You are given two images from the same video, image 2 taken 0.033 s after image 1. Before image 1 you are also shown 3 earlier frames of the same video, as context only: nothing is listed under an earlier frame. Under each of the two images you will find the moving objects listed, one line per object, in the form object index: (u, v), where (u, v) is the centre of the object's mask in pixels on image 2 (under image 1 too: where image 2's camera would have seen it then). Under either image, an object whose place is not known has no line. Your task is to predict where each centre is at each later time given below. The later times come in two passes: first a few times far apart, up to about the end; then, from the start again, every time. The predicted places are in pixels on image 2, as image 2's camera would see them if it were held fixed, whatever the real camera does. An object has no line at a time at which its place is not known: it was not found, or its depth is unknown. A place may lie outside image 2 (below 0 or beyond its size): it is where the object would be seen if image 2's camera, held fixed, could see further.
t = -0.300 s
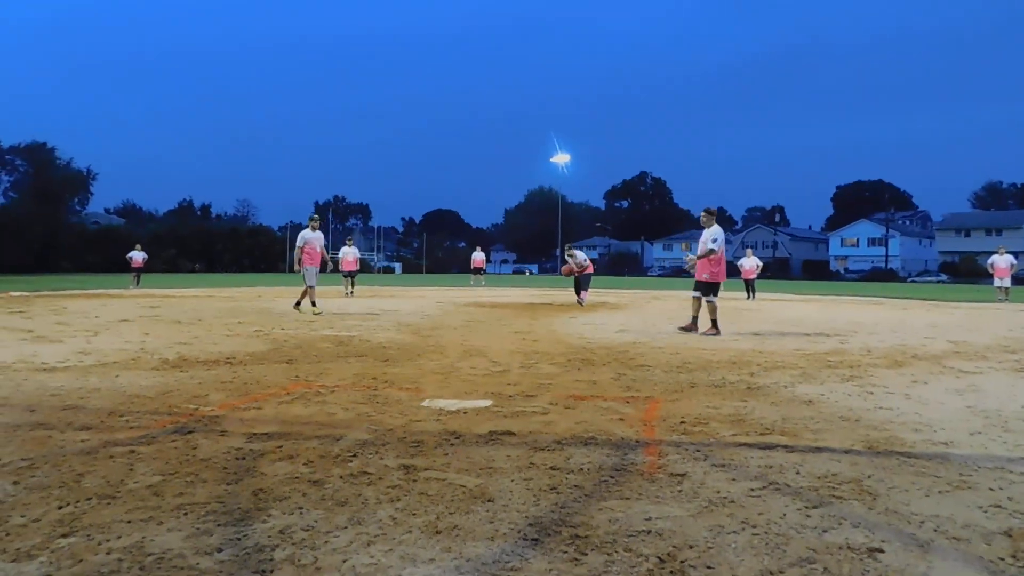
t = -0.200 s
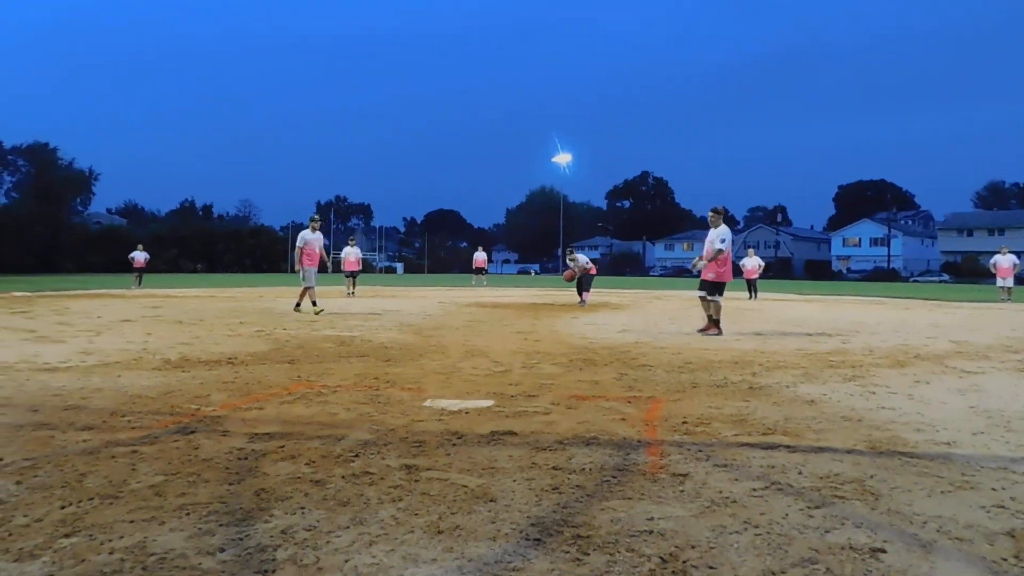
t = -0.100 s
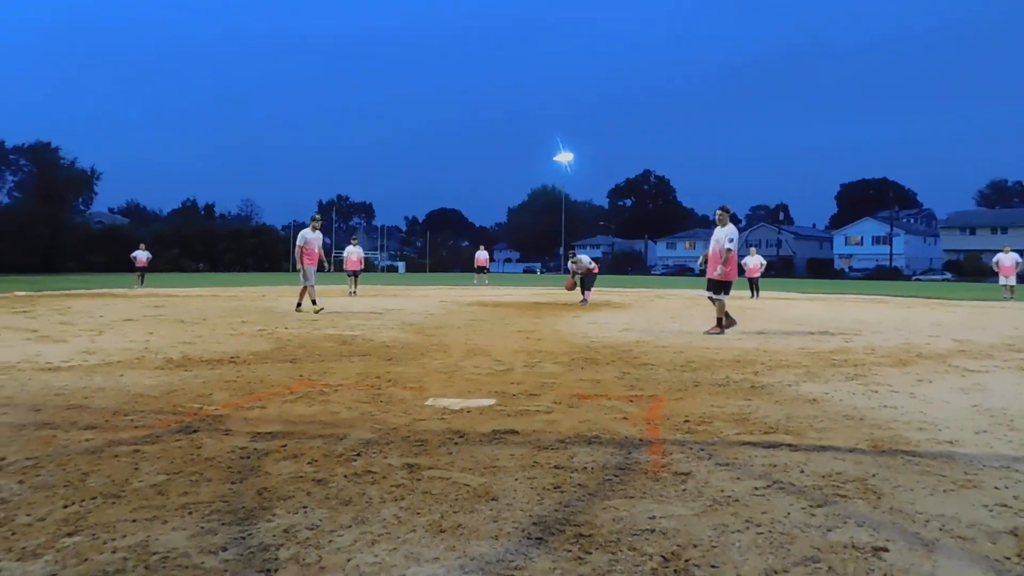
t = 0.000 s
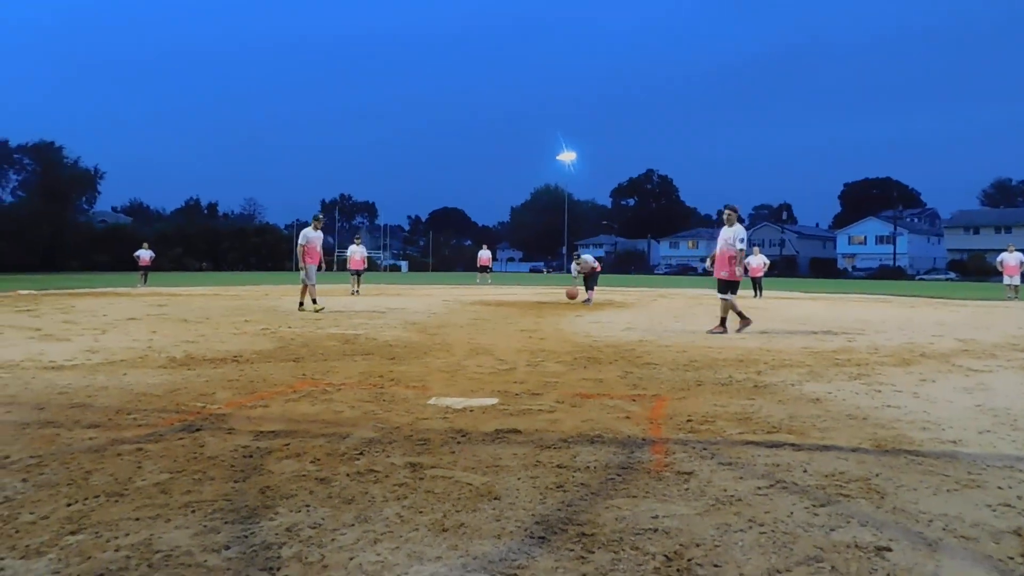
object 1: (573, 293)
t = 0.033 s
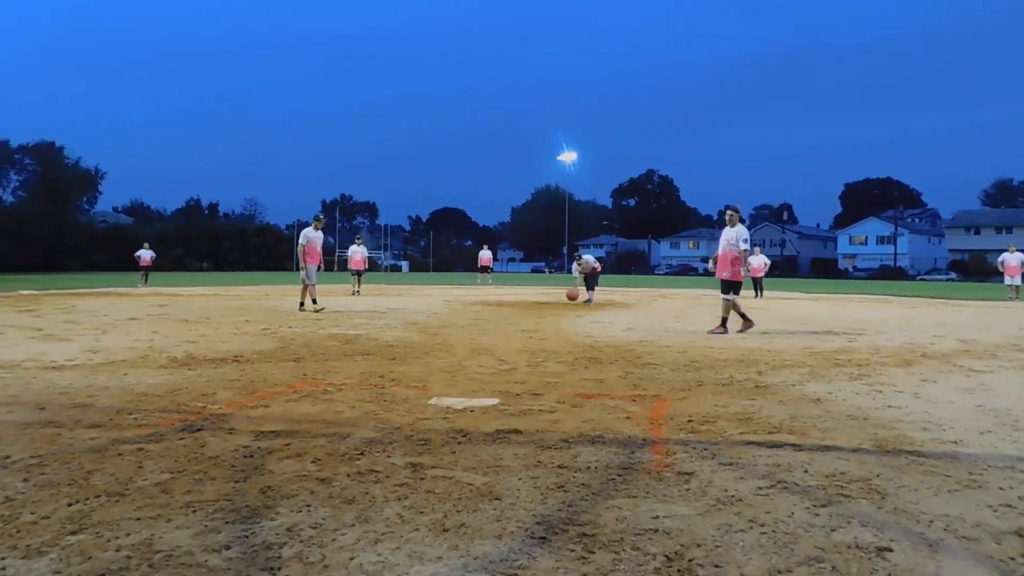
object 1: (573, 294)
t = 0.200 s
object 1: (572, 302)
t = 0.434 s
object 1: (569, 305)
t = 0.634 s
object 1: (566, 306)
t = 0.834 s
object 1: (562, 310)
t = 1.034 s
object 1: (557, 316)
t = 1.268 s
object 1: (547, 322)
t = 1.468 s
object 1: (536, 329)
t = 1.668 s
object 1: (525, 336)
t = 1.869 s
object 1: (513, 343)
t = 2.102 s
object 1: (494, 344)
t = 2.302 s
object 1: (474, 350)
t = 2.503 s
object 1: (448, 369)
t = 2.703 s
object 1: (415, 380)
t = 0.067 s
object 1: (572, 295)
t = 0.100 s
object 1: (572, 295)
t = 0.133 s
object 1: (572, 297)
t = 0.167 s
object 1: (572, 299)
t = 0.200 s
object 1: (572, 302)
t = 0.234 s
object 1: (572, 303)
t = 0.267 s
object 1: (571, 303)
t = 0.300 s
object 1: (571, 302)
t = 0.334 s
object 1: (570, 302)
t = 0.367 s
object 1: (570, 303)
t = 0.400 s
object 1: (570, 303)
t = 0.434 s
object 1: (569, 305)
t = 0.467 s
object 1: (569, 307)
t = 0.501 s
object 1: (568, 307)
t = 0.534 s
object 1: (568, 306)
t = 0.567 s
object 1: (567, 305)
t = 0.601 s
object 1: (566, 305)
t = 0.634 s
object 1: (566, 306)
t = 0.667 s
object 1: (565, 308)
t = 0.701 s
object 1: (565, 310)
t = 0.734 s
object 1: (564, 311)
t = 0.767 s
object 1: (563, 311)
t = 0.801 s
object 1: (563, 310)
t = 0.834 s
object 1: (562, 310)
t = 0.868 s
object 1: (561, 310)
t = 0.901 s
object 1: (561, 310)
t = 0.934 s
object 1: (559, 312)
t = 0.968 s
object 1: (558, 316)
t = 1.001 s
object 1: (558, 316)
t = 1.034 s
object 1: (557, 316)
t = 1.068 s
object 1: (556, 316)
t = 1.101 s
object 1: (555, 315)
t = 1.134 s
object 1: (552, 316)
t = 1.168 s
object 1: (551, 319)
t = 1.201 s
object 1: (550, 322)
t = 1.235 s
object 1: (549, 323)
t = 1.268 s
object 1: (547, 322)
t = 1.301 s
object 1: (545, 322)
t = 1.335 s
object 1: (543, 322)
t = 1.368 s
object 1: (542, 323)
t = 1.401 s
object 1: (540, 326)
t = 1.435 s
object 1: (539, 328)
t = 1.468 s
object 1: (536, 329)
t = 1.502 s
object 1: (534, 330)
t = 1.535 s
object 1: (532, 331)
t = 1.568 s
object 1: (530, 331)
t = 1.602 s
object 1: (529, 332)
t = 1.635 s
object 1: (527, 333)
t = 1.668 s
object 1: (525, 336)
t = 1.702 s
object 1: (523, 336)
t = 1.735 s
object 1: (521, 336)
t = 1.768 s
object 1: (519, 336)
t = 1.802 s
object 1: (518, 338)
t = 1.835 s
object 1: (515, 340)
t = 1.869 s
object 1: (513, 343)
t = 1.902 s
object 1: (510, 344)
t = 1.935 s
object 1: (508, 342)
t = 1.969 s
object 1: (505, 340)
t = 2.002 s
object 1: (503, 339)
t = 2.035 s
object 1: (500, 340)
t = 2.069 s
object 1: (497, 341)
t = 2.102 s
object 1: (494, 344)
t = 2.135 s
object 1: (491, 348)
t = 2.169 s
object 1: (488, 355)
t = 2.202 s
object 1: (485, 354)
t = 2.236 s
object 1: (481, 351)
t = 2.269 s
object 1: (478, 349)
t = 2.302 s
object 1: (474, 350)
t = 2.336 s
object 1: (470, 351)
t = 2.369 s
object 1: (466, 355)
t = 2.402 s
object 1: (462, 361)
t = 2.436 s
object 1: (457, 368)
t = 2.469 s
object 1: (452, 370)
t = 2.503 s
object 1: (448, 369)
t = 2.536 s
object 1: (443, 370)
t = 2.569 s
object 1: (437, 373)
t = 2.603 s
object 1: (431, 378)
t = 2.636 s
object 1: (426, 384)
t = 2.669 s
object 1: (420, 382)
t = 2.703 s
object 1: (415, 380)
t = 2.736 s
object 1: (409, 379)
